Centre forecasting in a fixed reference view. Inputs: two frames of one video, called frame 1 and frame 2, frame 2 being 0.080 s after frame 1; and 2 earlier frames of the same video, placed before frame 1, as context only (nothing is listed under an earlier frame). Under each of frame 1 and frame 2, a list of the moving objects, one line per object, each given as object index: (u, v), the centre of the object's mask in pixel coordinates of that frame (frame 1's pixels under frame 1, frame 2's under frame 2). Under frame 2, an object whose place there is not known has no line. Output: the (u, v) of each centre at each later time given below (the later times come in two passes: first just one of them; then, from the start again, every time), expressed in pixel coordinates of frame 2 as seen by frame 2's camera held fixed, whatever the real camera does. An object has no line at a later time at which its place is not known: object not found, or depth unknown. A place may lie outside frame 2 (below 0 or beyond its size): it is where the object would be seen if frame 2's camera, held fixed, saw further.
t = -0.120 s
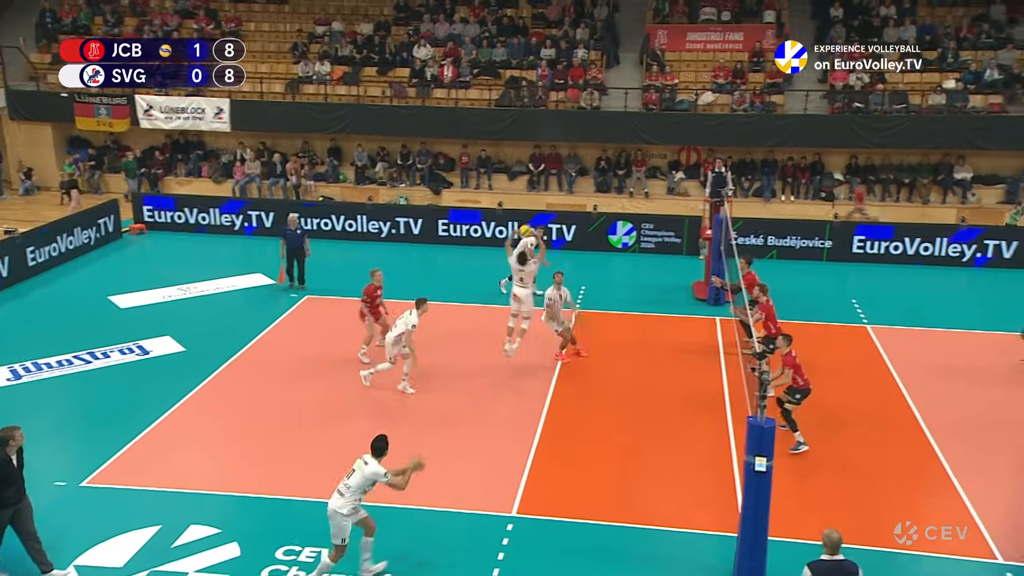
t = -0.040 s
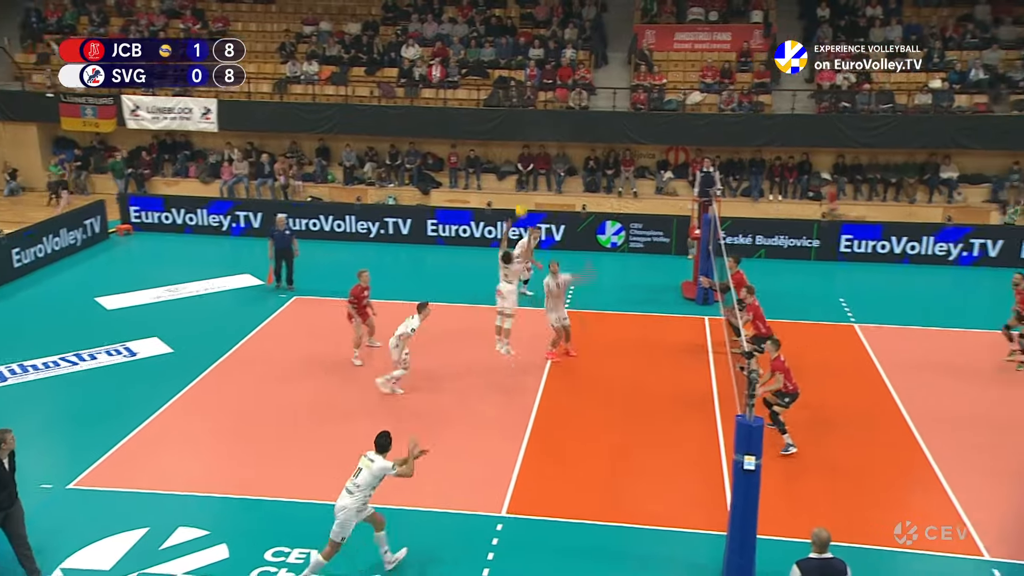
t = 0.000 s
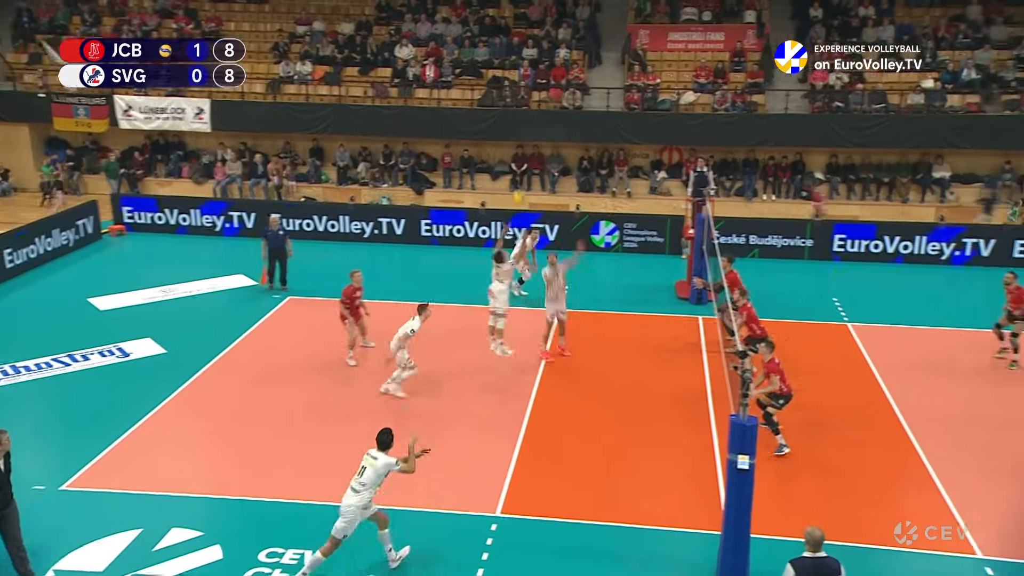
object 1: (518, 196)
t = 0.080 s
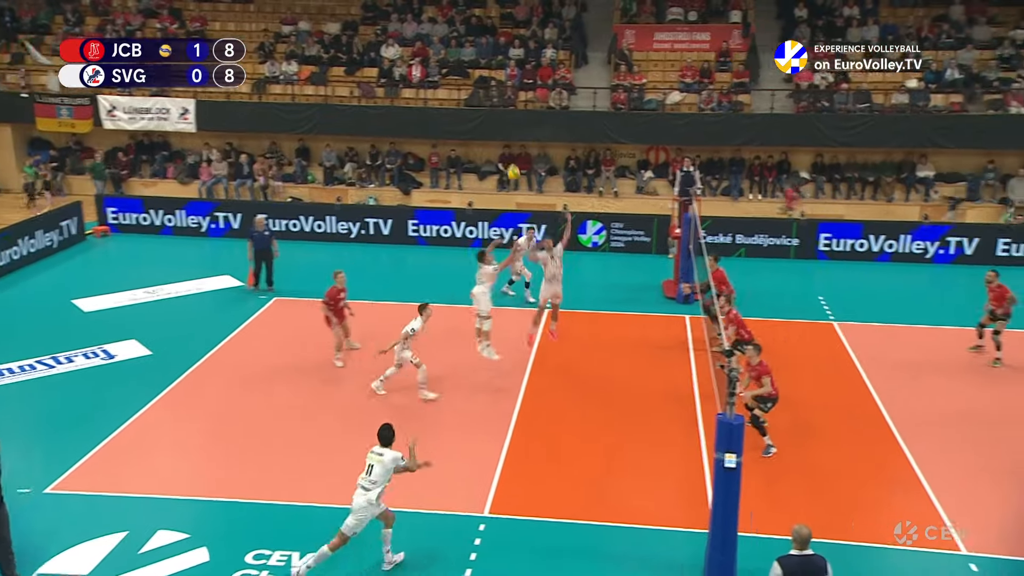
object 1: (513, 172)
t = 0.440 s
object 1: (542, 106)
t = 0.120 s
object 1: (516, 161)
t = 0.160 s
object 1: (519, 151)
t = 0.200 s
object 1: (522, 142)
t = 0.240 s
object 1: (525, 134)
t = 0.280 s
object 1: (529, 126)
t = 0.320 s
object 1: (532, 119)
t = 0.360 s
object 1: (536, 114)
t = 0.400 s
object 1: (538, 110)
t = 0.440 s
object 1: (542, 106)
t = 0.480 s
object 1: (545, 103)
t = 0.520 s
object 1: (548, 102)
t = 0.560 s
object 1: (551, 102)
